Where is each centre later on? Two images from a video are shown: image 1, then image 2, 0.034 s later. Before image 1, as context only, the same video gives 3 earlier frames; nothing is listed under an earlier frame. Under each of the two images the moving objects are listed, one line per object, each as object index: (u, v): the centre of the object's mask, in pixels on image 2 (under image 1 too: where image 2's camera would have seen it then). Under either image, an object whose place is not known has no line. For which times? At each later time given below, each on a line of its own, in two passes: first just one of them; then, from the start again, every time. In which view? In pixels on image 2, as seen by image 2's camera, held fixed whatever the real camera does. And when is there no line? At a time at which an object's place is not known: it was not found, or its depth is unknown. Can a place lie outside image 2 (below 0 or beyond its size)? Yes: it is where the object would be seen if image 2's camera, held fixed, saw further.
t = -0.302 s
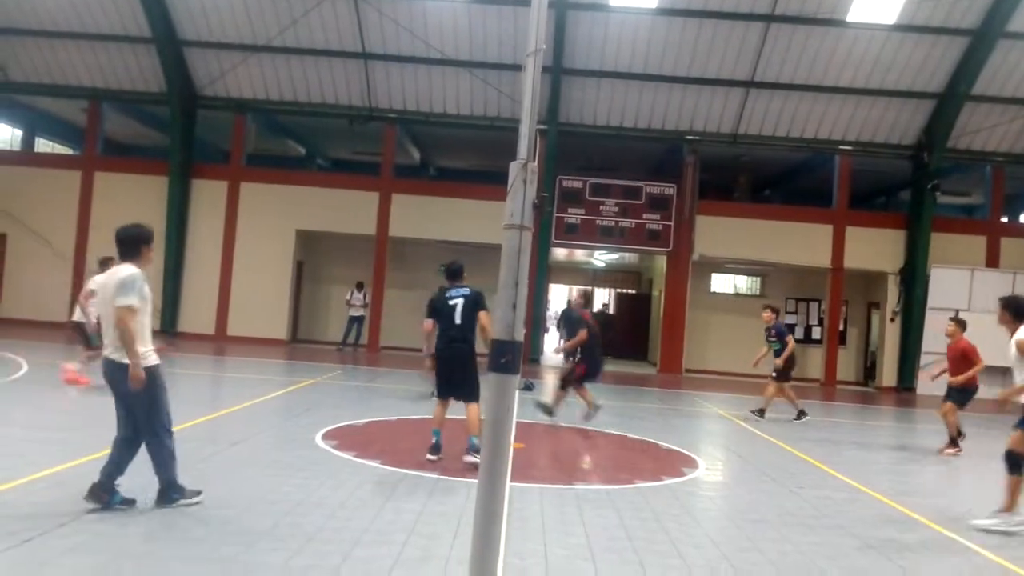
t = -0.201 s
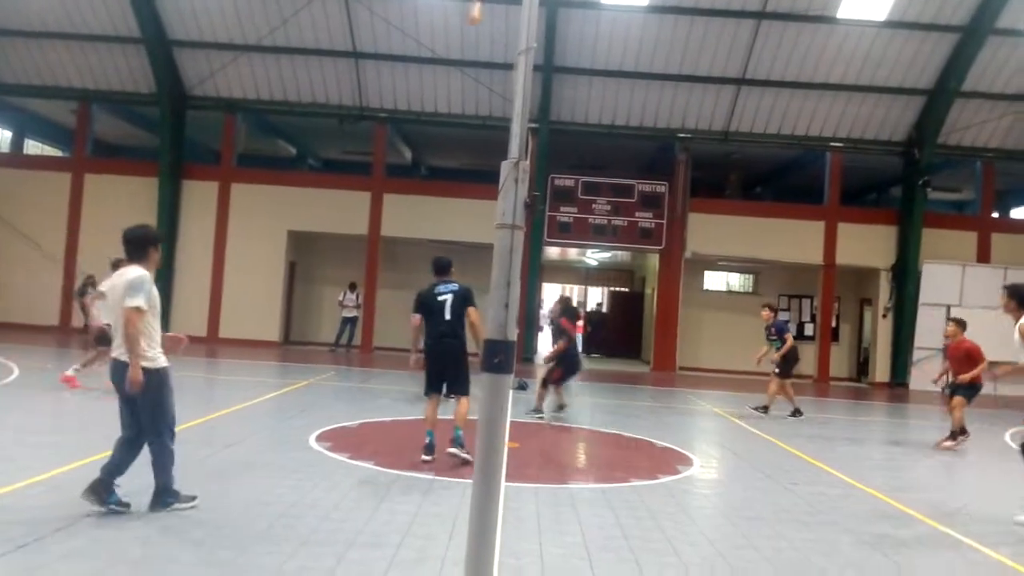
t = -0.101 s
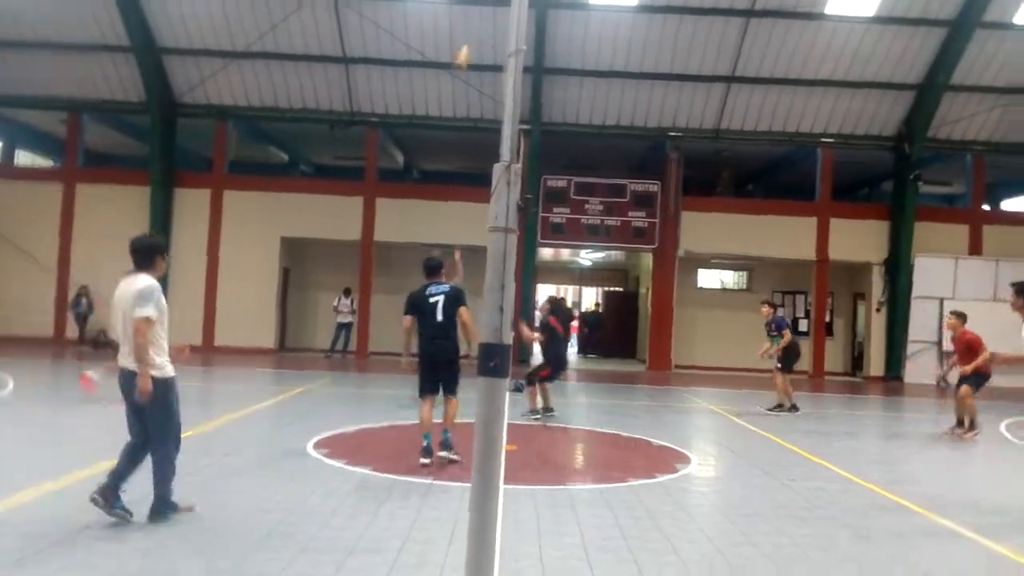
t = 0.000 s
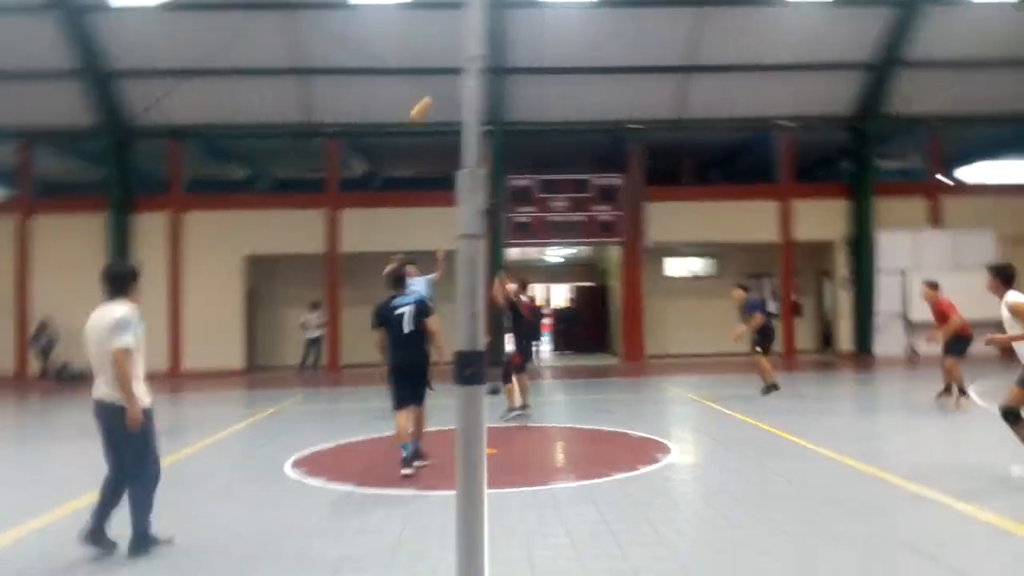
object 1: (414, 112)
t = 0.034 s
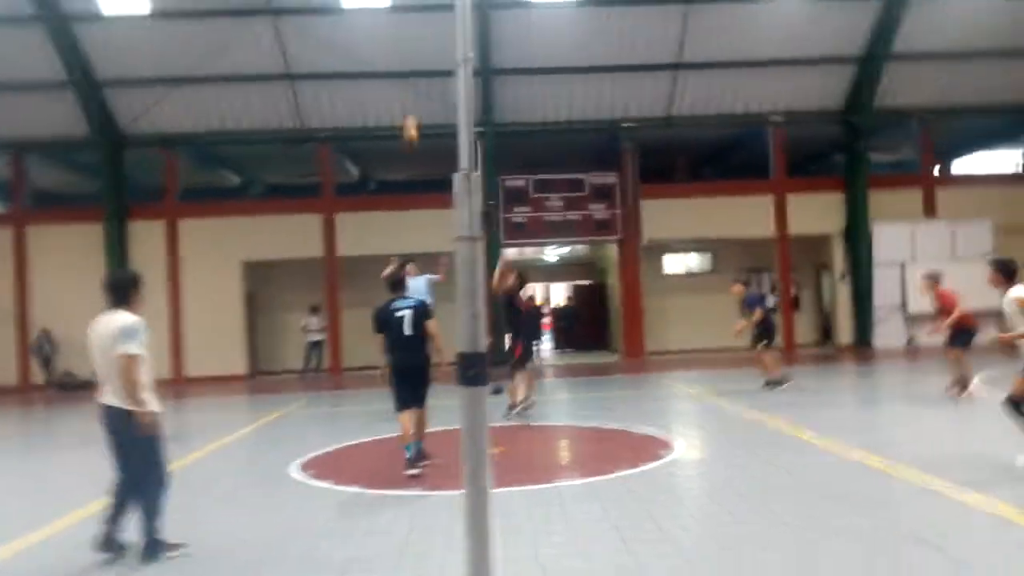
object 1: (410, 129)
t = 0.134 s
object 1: (415, 183)
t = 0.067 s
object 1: (411, 149)
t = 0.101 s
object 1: (415, 164)
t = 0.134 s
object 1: (415, 183)
